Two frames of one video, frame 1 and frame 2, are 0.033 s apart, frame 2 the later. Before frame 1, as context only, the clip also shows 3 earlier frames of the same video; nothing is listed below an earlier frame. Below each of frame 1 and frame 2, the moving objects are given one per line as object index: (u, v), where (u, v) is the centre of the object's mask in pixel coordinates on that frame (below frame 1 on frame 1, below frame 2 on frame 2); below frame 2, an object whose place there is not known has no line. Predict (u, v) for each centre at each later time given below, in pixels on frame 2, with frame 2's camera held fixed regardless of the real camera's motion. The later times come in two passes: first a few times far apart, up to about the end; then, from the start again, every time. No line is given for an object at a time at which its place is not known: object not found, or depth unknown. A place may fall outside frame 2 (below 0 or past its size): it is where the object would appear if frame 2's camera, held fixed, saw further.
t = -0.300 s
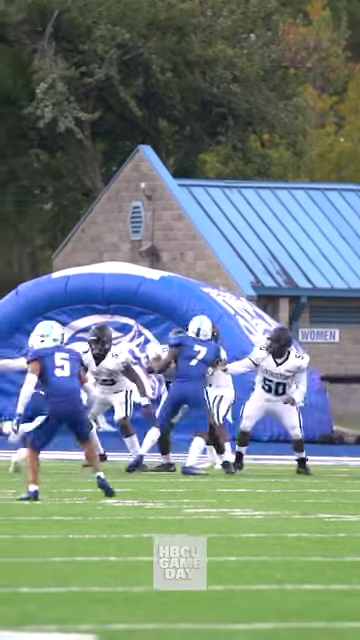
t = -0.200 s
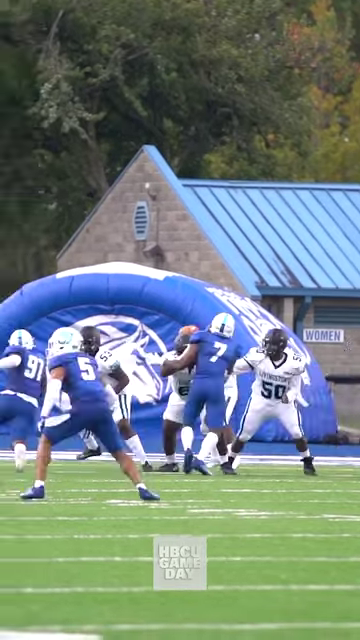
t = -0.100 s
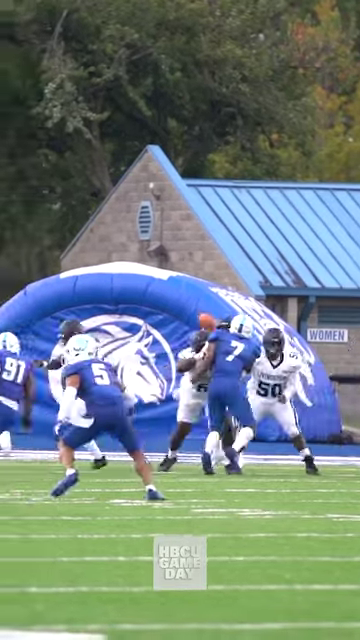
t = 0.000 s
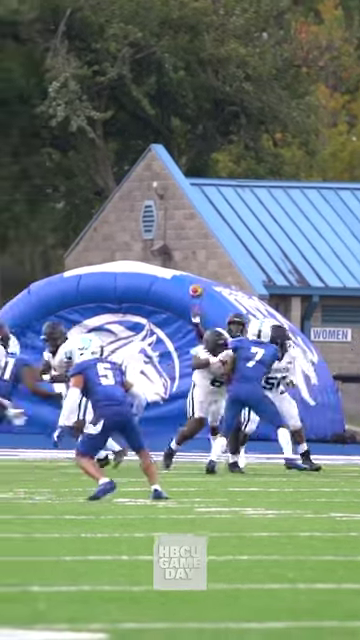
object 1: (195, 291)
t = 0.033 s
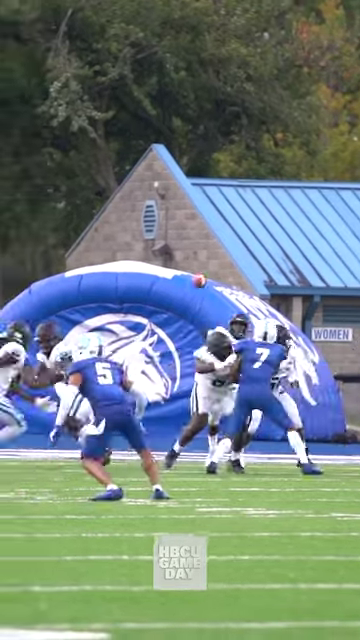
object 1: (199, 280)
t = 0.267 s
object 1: (215, 233)
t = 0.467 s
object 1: (223, 224)
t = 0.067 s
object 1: (201, 272)
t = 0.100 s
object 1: (204, 264)
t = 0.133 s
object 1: (206, 256)
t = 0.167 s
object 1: (209, 249)
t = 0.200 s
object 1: (210, 242)
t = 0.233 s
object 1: (212, 237)
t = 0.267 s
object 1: (215, 233)
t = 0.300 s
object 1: (217, 230)
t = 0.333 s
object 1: (217, 227)
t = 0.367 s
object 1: (219, 224)
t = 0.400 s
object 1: (220, 224)
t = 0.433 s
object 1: (221, 224)
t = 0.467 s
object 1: (223, 224)
